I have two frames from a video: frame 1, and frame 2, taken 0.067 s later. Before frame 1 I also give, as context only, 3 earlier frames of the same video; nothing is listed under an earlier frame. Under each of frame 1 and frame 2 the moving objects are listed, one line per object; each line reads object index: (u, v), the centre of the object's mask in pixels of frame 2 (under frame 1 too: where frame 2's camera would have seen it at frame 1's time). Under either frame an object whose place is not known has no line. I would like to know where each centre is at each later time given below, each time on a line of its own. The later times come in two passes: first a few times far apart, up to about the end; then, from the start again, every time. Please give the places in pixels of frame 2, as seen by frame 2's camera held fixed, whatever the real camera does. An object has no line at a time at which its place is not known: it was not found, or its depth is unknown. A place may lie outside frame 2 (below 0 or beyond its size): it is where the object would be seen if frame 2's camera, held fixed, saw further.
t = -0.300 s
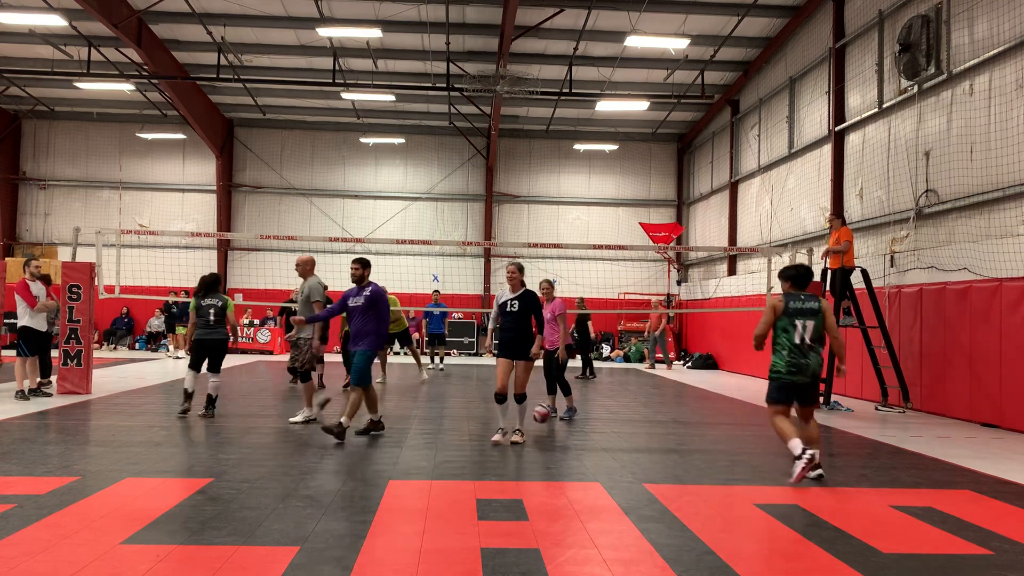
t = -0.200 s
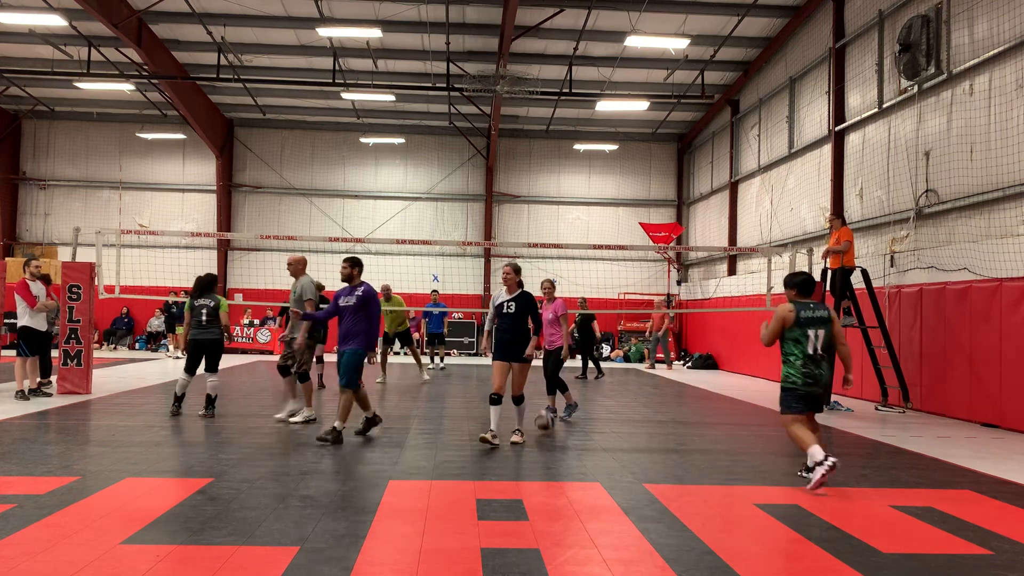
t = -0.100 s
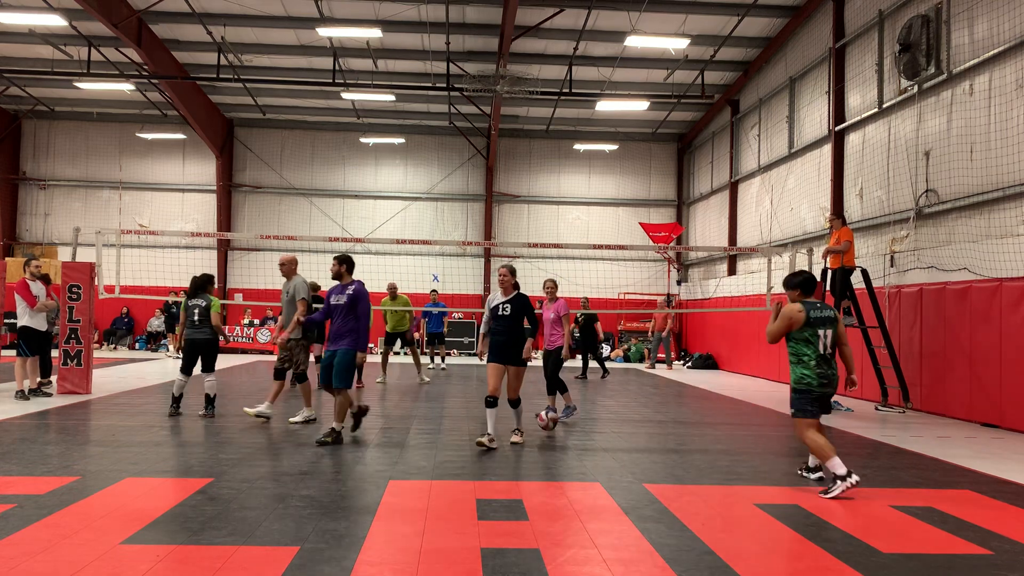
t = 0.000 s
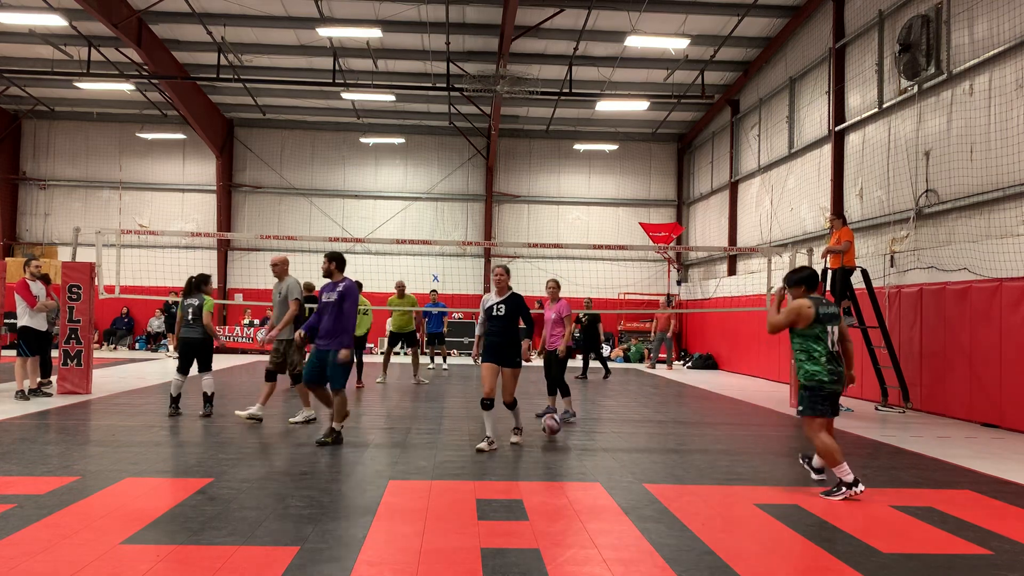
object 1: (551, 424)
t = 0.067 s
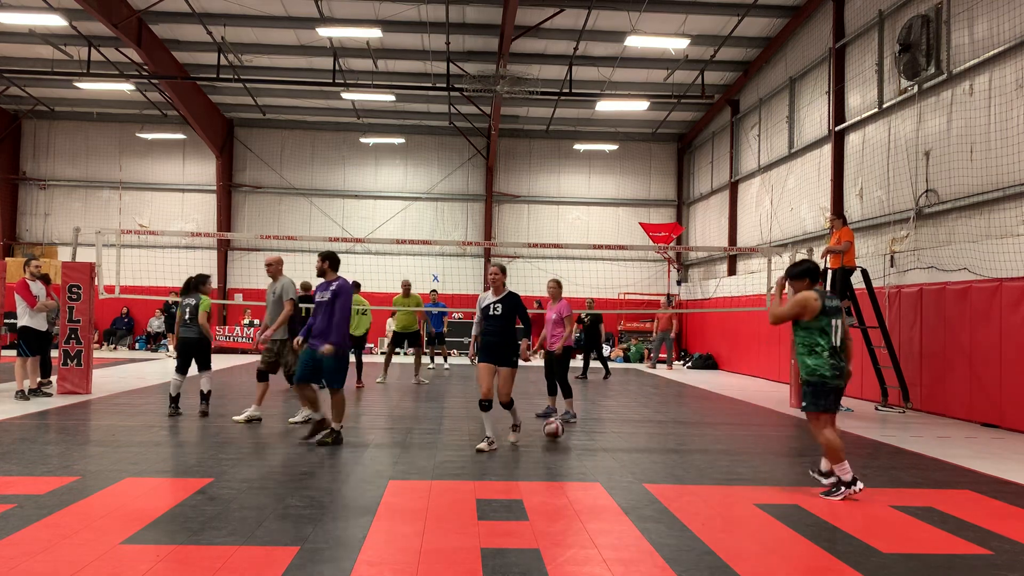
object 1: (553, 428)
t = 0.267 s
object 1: (561, 436)
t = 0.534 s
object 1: (574, 445)
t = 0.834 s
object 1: (590, 458)
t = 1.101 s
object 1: (607, 469)
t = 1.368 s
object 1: (628, 484)
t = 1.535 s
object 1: (643, 495)
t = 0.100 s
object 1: (555, 428)
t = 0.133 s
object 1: (556, 428)
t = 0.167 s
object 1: (557, 431)
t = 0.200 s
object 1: (559, 434)
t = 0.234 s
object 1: (560, 434)
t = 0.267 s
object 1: (561, 436)
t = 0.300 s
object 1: (563, 437)
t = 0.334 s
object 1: (564, 438)
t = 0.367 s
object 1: (566, 439)
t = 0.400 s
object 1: (567, 441)
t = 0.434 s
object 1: (569, 442)
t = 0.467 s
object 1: (570, 443)
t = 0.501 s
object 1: (572, 444)
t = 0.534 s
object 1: (574, 445)
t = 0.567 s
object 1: (575, 447)
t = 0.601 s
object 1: (577, 448)
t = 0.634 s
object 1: (580, 450)
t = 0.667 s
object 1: (581, 450)
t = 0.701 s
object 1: (582, 452)
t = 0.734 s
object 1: (584, 453)
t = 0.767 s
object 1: (586, 454)
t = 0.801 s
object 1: (588, 456)
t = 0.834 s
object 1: (590, 458)
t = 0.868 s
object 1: (592, 459)
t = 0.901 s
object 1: (594, 460)
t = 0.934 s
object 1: (596, 462)
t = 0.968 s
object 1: (599, 463)
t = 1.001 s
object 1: (601, 465)
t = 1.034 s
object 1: (603, 467)
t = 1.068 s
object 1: (605, 467)
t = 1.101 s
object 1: (607, 469)
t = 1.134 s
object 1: (610, 471)
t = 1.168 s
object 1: (612, 473)
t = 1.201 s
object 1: (615, 475)
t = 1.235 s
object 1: (617, 476)
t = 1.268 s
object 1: (620, 478)
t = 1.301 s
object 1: (623, 480)
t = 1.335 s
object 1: (625, 482)
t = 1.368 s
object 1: (628, 484)
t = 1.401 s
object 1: (631, 486)
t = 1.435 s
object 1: (634, 488)
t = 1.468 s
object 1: (637, 490)
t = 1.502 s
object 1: (640, 492)
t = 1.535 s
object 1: (643, 495)
